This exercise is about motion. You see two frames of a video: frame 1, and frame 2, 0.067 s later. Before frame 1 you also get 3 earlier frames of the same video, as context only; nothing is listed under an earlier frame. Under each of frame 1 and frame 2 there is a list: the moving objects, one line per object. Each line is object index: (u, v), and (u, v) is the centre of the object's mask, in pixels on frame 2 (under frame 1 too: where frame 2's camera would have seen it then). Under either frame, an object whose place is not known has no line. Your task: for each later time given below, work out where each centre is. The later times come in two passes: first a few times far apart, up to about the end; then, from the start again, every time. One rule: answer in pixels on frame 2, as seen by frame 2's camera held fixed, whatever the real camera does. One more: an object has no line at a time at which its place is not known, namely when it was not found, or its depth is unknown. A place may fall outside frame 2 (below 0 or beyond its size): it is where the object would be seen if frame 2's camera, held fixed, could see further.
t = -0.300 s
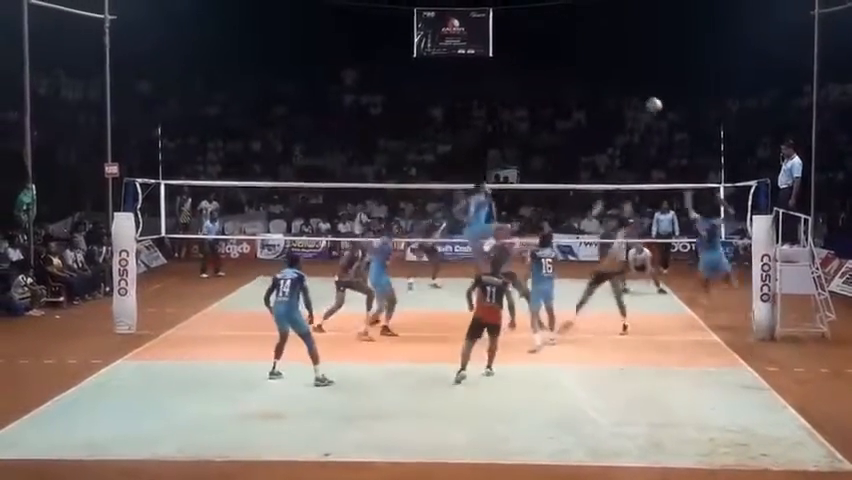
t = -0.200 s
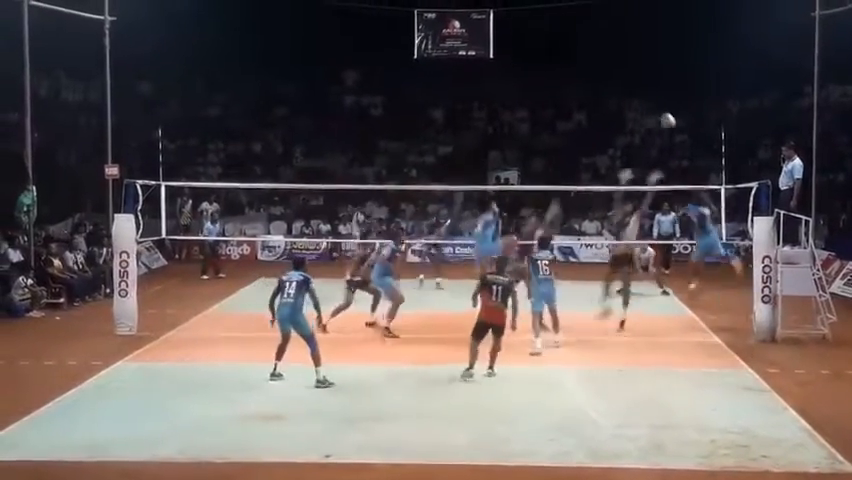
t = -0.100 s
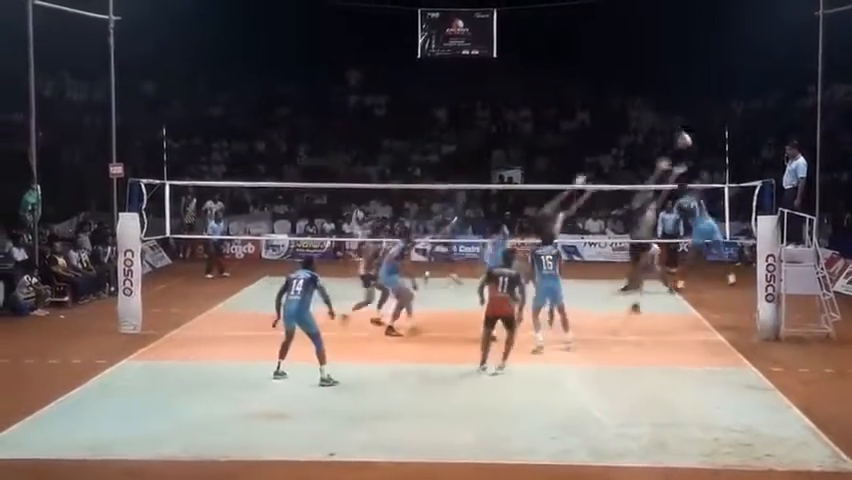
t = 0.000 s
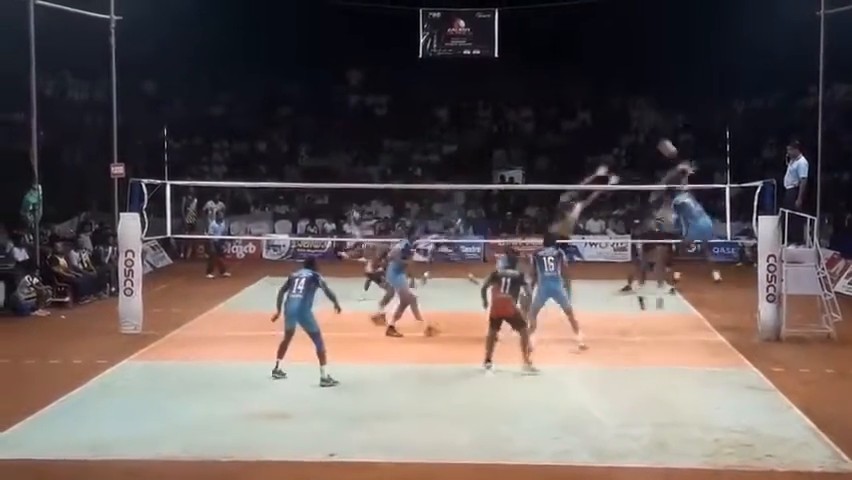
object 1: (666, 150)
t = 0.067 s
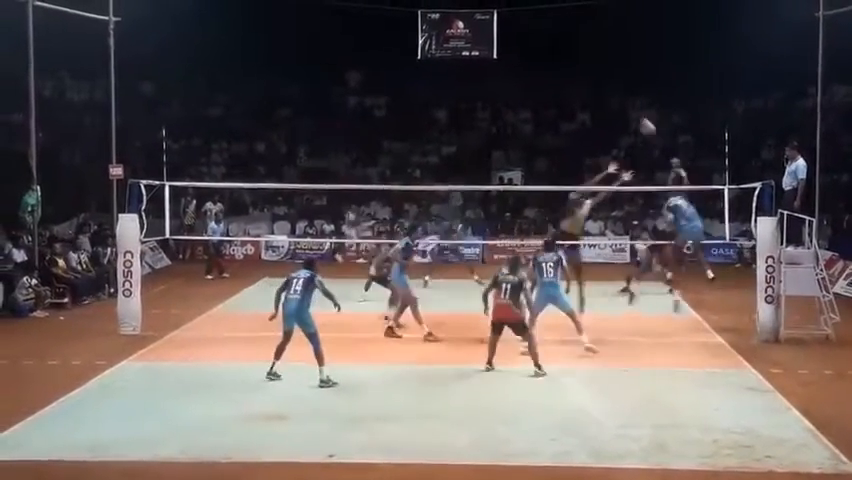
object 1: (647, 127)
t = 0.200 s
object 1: (610, 93)
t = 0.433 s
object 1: (557, 66)
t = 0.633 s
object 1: (519, 71)
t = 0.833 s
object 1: (487, 97)
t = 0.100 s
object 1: (637, 117)
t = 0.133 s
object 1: (628, 109)
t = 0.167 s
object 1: (619, 101)
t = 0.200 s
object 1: (610, 93)
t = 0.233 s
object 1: (602, 87)
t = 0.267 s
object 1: (594, 82)
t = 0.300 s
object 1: (586, 77)
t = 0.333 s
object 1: (579, 73)
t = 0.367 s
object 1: (571, 71)
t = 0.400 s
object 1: (564, 68)
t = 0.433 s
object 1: (557, 66)
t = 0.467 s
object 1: (550, 65)
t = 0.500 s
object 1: (544, 66)
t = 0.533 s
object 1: (537, 66)
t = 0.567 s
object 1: (532, 67)
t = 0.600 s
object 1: (525, 69)
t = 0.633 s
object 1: (519, 71)
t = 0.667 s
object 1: (514, 74)
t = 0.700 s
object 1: (508, 77)
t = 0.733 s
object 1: (502, 82)
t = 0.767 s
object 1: (497, 86)
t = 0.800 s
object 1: (492, 91)
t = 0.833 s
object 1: (487, 97)
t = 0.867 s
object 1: (481, 103)
